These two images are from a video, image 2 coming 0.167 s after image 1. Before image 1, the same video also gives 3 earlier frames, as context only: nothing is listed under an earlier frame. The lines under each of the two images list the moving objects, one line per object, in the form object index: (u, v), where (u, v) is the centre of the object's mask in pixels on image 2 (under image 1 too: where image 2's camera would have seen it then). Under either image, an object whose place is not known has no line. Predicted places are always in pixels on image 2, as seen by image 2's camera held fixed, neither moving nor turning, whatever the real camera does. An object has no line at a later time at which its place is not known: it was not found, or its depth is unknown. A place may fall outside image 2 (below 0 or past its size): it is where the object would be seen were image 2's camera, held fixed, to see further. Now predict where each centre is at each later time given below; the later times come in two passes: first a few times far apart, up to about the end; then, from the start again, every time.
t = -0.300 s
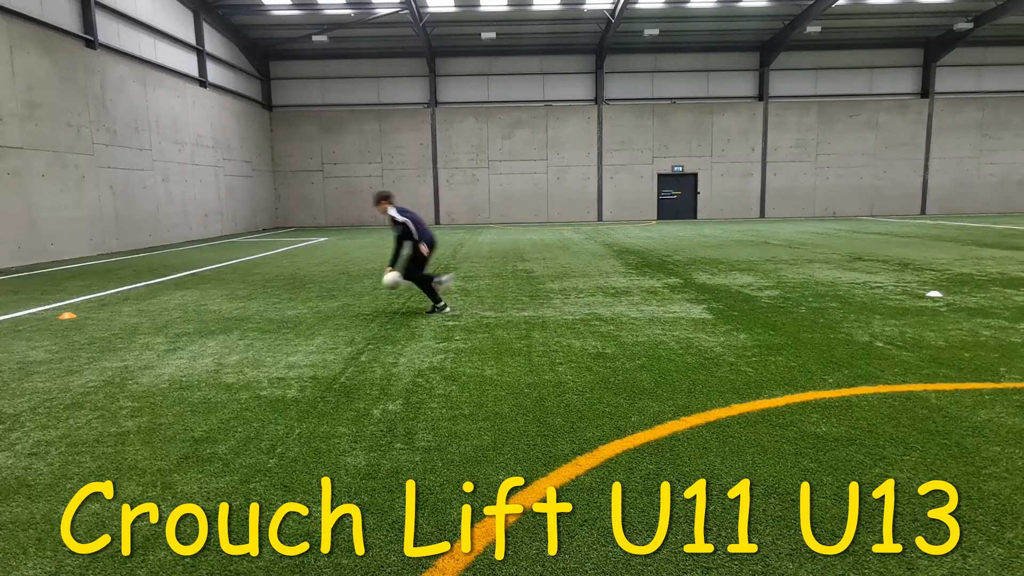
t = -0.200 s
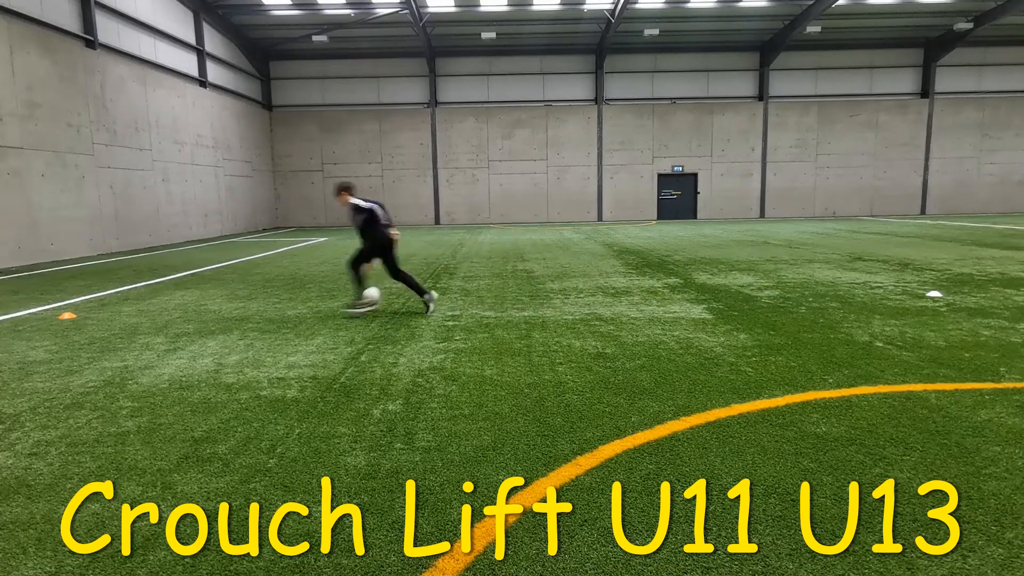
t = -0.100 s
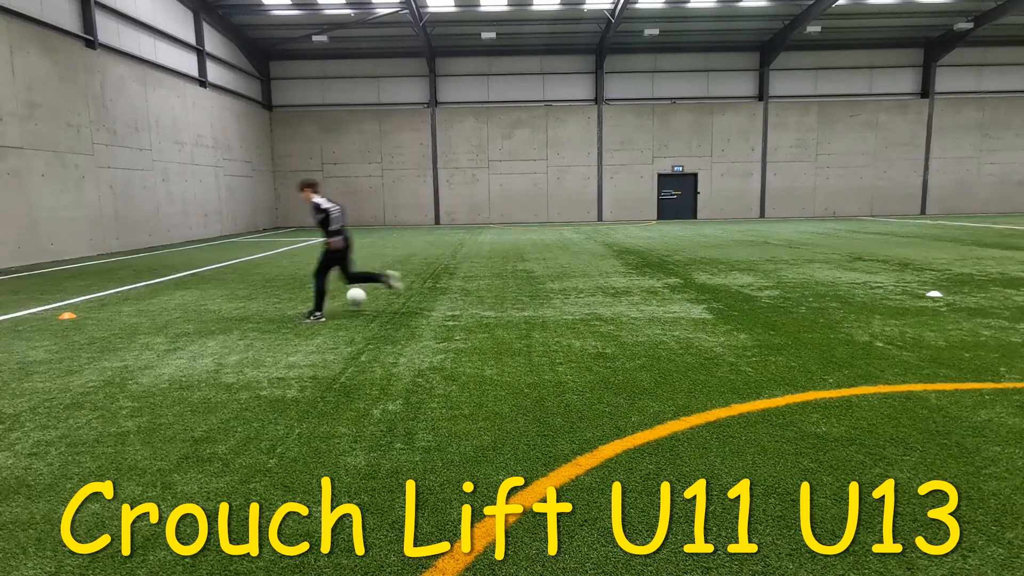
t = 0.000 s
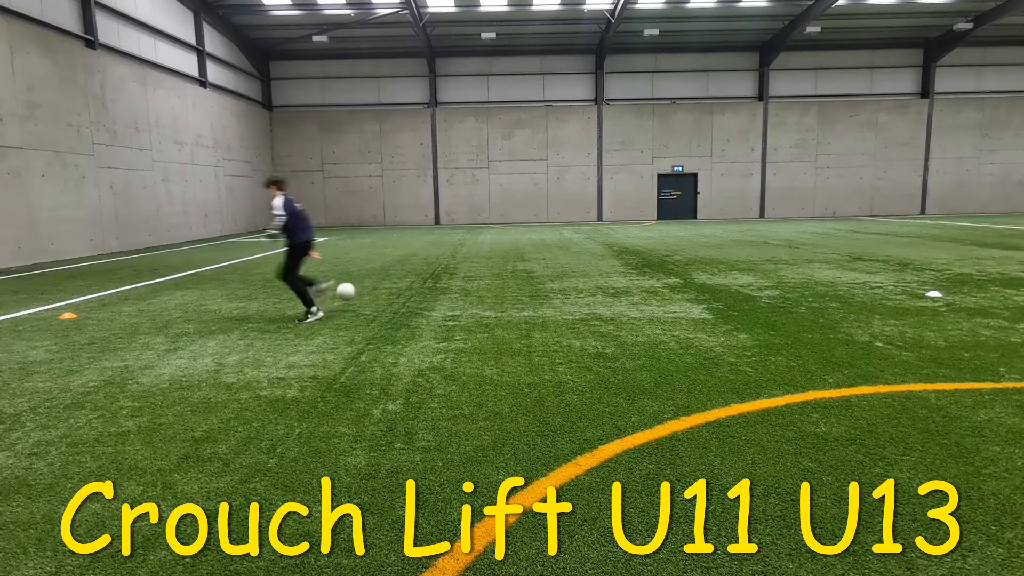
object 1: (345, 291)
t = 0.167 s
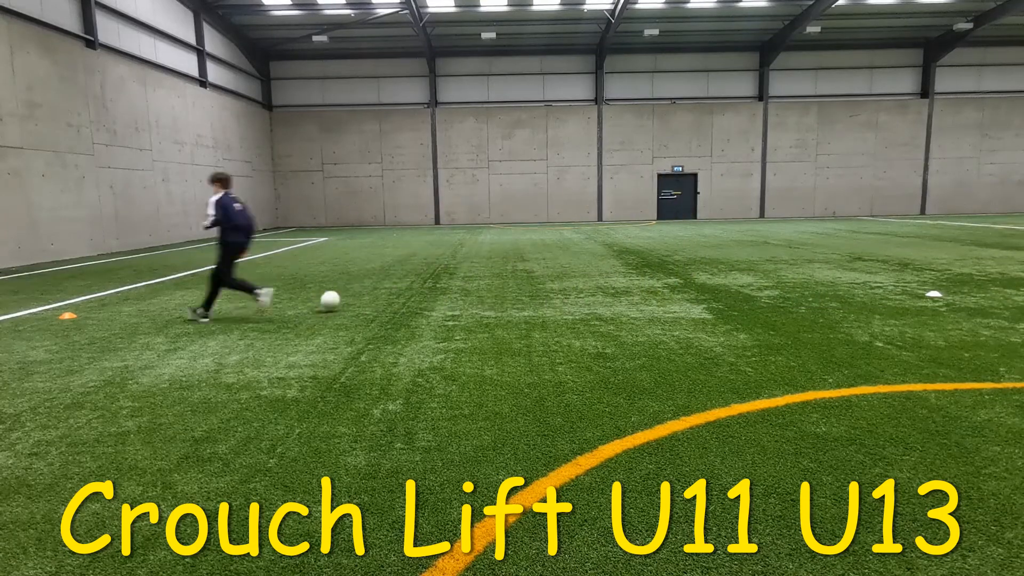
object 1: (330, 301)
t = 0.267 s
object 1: (318, 301)
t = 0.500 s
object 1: (293, 303)
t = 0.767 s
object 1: (264, 304)
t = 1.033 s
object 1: (238, 305)
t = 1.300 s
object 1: (214, 305)
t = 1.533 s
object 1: (196, 305)
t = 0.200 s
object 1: (326, 304)
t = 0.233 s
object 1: (322, 302)
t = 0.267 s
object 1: (318, 301)
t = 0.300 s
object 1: (315, 300)
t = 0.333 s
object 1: (311, 301)
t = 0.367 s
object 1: (307, 302)
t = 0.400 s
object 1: (304, 304)
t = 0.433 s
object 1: (300, 303)
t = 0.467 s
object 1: (296, 303)
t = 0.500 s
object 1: (293, 303)
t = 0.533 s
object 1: (289, 304)
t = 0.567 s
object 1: (286, 304)
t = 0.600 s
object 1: (282, 304)
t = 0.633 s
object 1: (279, 304)
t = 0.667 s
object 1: (275, 304)
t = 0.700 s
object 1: (271, 304)
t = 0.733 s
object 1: (268, 304)
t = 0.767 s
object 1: (264, 304)
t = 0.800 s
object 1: (261, 305)
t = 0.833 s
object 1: (257, 305)
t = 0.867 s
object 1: (254, 304)
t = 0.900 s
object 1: (250, 305)
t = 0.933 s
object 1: (247, 305)
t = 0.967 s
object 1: (244, 305)
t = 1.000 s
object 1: (241, 305)
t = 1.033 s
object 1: (238, 305)
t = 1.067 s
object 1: (235, 305)
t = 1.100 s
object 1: (232, 305)
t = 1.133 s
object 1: (229, 305)
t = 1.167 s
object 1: (226, 305)
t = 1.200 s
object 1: (223, 305)
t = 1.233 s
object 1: (220, 305)
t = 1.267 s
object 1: (218, 305)
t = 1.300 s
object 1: (214, 305)
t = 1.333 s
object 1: (212, 305)
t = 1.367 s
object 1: (210, 305)
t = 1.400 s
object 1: (207, 305)
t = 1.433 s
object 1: (204, 305)
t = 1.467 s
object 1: (202, 305)
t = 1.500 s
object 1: (199, 305)
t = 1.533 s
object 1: (196, 305)
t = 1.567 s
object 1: (194, 305)
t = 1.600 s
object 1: (192, 305)
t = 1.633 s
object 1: (189, 305)
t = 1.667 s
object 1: (187, 305)
